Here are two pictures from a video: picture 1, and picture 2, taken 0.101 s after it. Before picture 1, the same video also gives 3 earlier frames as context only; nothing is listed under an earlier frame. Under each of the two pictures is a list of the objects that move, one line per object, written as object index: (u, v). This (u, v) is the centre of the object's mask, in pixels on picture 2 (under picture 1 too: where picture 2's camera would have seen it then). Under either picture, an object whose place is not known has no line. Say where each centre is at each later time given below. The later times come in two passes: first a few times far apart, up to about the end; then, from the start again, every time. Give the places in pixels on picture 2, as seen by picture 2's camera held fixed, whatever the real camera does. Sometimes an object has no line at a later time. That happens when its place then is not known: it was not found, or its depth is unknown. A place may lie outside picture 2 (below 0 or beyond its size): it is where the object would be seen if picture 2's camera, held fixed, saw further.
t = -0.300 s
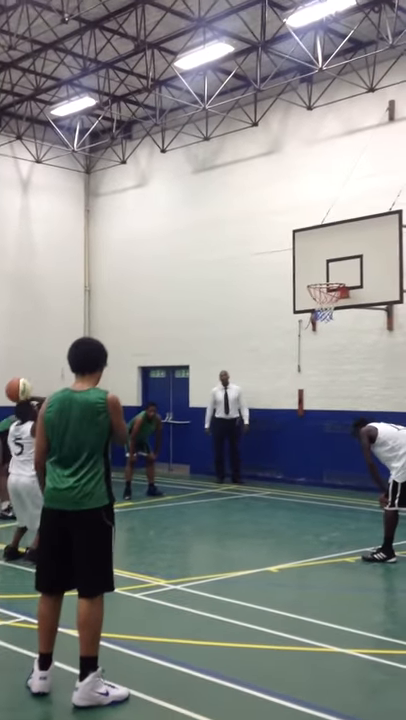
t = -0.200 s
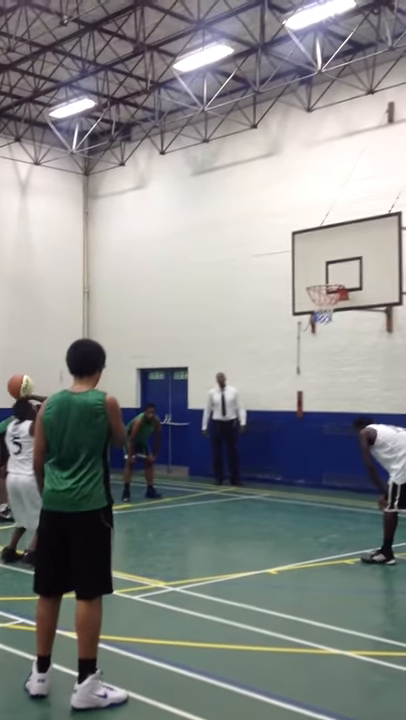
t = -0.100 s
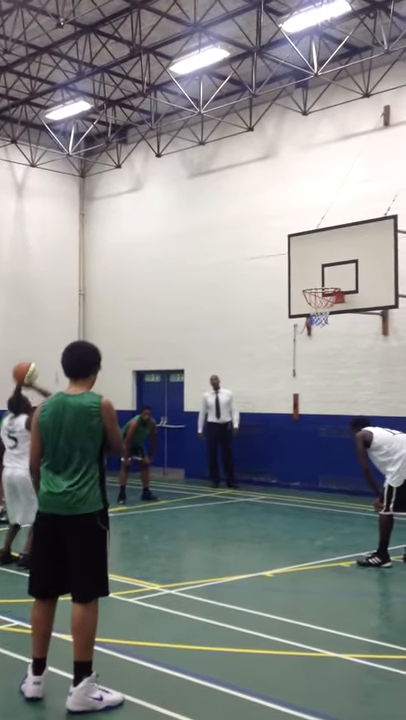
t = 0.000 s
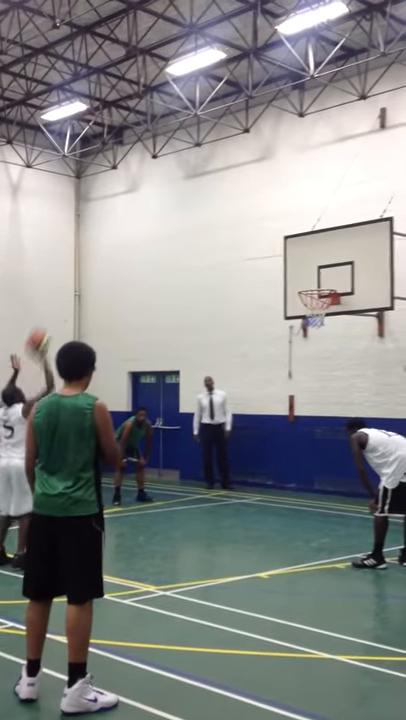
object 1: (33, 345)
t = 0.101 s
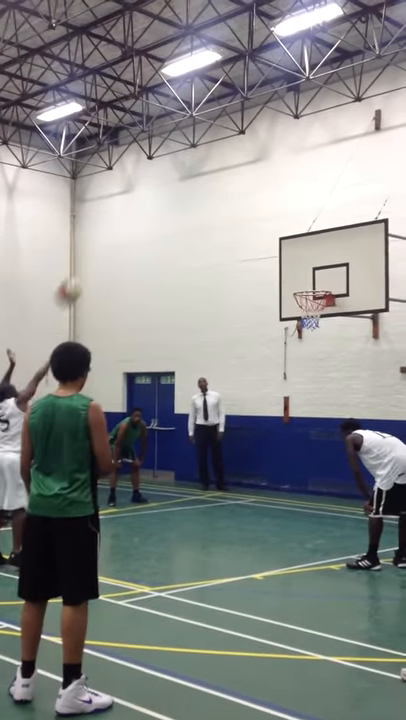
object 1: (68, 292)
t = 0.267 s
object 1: (123, 234)
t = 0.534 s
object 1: (194, 200)
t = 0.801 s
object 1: (256, 224)
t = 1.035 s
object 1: (301, 282)
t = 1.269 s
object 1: (326, 311)
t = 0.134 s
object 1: (81, 279)
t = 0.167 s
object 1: (91, 265)
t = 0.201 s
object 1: (102, 253)
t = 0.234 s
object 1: (112, 244)
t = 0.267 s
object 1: (123, 234)
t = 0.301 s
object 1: (133, 226)
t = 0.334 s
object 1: (143, 219)
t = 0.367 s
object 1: (152, 213)
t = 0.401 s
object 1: (161, 208)
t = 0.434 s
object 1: (170, 205)
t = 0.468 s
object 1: (178, 202)
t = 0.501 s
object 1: (186, 201)
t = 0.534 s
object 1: (194, 200)
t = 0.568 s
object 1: (202, 201)
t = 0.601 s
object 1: (211, 202)
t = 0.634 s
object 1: (219, 203)
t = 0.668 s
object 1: (226, 207)
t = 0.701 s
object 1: (234, 209)
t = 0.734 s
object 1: (242, 213)
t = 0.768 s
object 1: (249, 218)
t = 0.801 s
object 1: (256, 224)
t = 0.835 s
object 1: (264, 229)
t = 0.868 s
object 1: (269, 236)
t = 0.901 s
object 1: (276, 244)
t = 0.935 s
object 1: (283, 253)
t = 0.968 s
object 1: (290, 263)
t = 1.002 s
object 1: (296, 272)
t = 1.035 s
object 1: (301, 282)
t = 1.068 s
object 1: (308, 294)
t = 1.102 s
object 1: (313, 305)
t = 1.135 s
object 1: (318, 308)
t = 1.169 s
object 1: (320, 309)
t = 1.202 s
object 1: (322, 309)
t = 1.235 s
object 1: (325, 309)
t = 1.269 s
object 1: (326, 311)
